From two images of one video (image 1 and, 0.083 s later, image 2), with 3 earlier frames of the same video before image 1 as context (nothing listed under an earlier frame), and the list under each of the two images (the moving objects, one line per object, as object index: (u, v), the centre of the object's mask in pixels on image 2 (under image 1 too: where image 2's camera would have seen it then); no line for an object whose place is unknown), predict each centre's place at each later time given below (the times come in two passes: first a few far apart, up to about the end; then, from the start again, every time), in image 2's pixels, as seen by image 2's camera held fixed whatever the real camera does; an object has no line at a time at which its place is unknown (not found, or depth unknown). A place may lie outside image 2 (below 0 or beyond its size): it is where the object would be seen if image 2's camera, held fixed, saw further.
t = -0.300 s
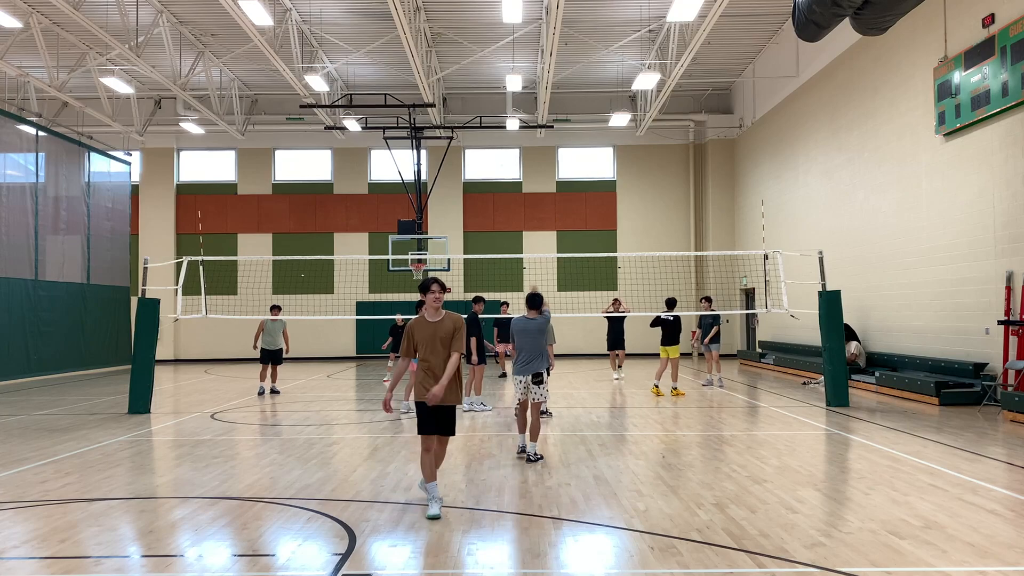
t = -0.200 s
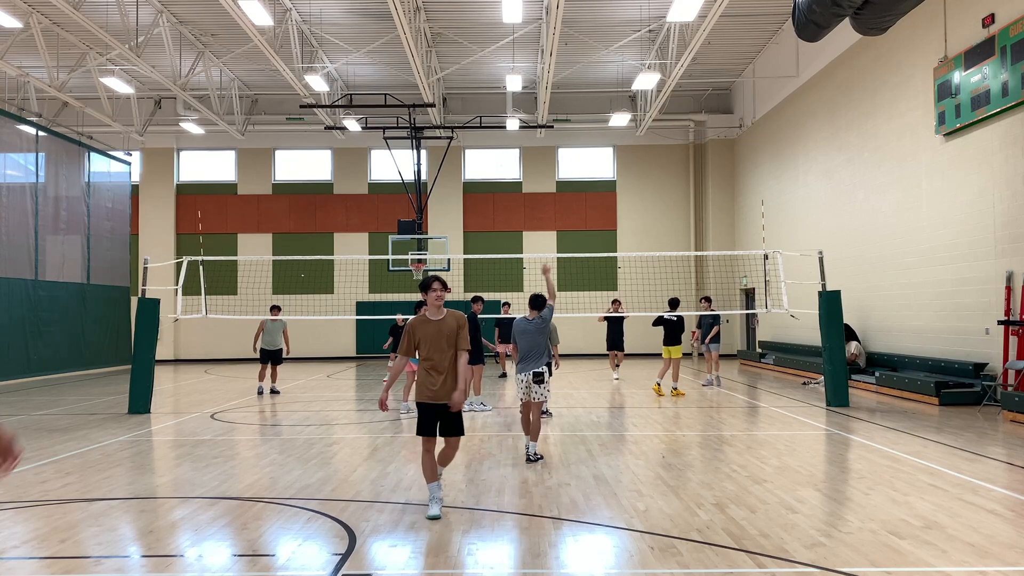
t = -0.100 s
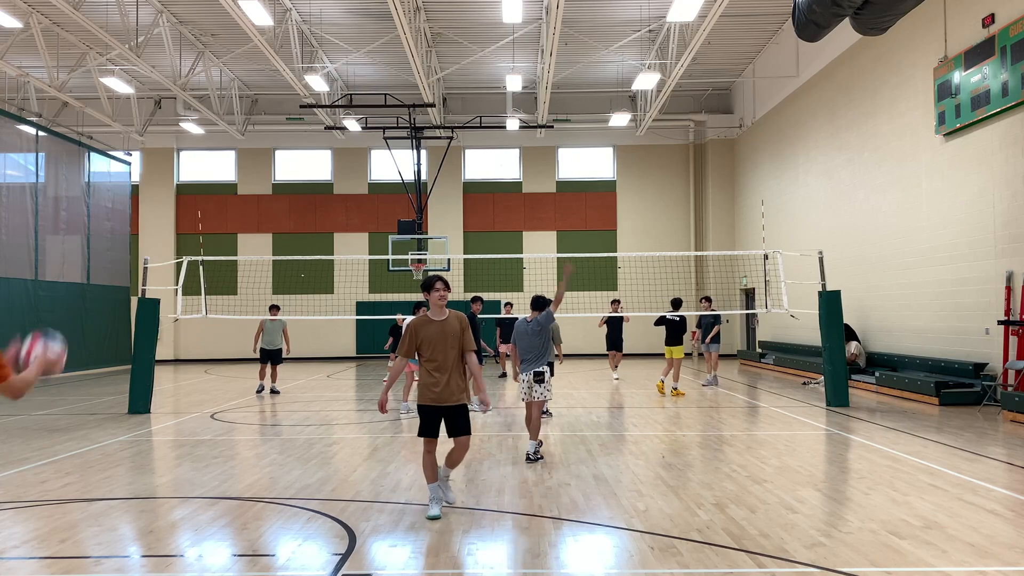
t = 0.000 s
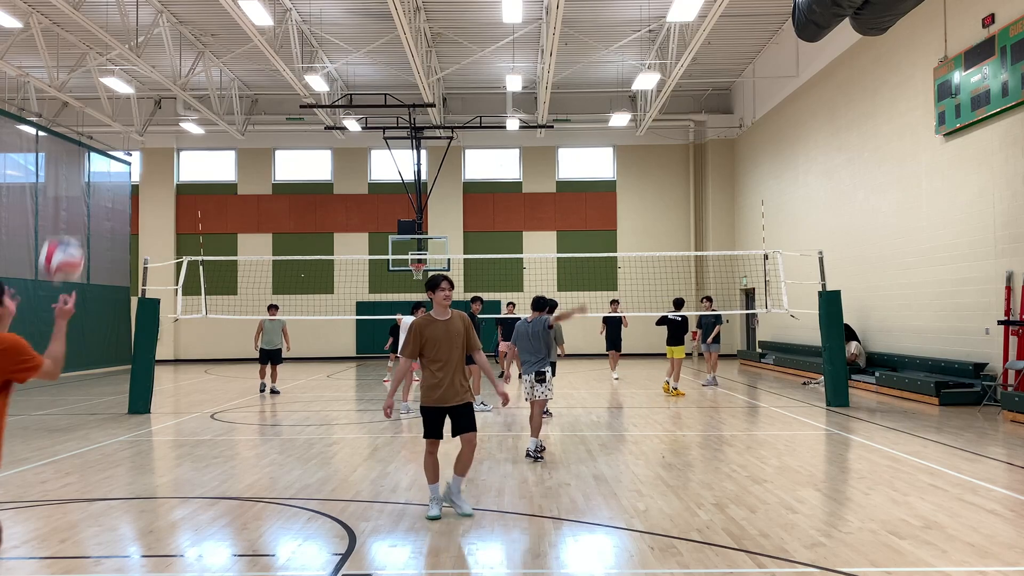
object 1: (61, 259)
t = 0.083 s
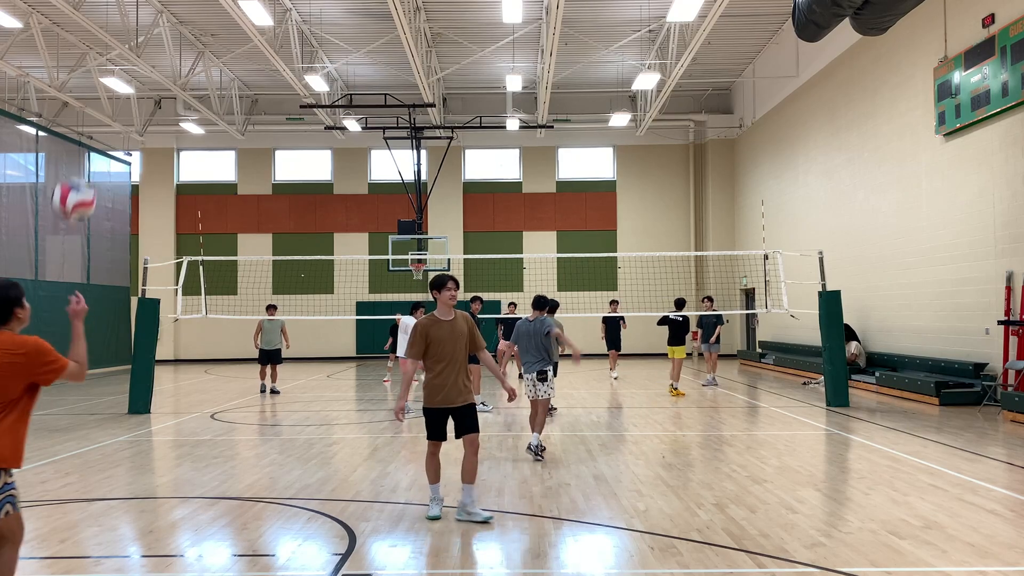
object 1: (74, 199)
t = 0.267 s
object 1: (98, 120)
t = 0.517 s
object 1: (128, 113)
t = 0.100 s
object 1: (76, 189)
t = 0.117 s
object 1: (78, 180)
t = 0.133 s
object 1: (80, 171)
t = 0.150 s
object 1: (82, 162)
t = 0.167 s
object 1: (85, 155)
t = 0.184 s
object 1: (87, 147)
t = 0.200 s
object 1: (90, 140)
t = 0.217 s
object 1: (92, 135)
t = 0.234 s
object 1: (94, 129)
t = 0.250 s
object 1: (96, 125)
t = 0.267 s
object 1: (98, 120)
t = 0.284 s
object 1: (101, 116)
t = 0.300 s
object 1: (103, 113)
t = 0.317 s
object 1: (105, 110)
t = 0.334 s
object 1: (107, 108)
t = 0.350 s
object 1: (109, 106)
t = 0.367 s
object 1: (111, 105)
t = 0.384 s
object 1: (113, 104)
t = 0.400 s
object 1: (115, 104)
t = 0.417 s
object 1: (117, 104)
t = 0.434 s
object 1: (119, 104)
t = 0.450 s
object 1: (121, 105)
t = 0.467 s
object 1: (123, 107)
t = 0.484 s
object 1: (125, 109)
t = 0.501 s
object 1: (126, 111)
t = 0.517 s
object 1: (128, 113)
